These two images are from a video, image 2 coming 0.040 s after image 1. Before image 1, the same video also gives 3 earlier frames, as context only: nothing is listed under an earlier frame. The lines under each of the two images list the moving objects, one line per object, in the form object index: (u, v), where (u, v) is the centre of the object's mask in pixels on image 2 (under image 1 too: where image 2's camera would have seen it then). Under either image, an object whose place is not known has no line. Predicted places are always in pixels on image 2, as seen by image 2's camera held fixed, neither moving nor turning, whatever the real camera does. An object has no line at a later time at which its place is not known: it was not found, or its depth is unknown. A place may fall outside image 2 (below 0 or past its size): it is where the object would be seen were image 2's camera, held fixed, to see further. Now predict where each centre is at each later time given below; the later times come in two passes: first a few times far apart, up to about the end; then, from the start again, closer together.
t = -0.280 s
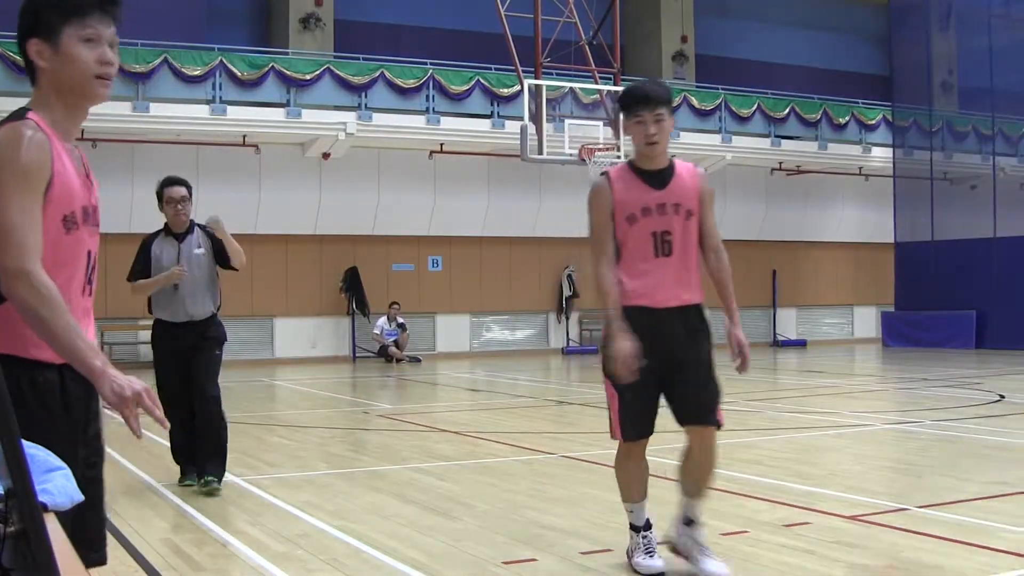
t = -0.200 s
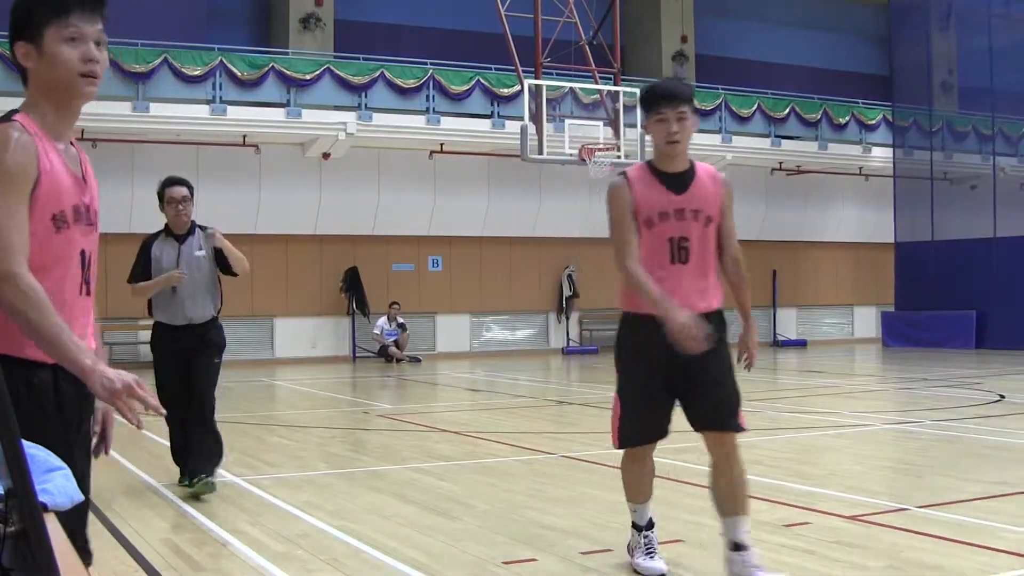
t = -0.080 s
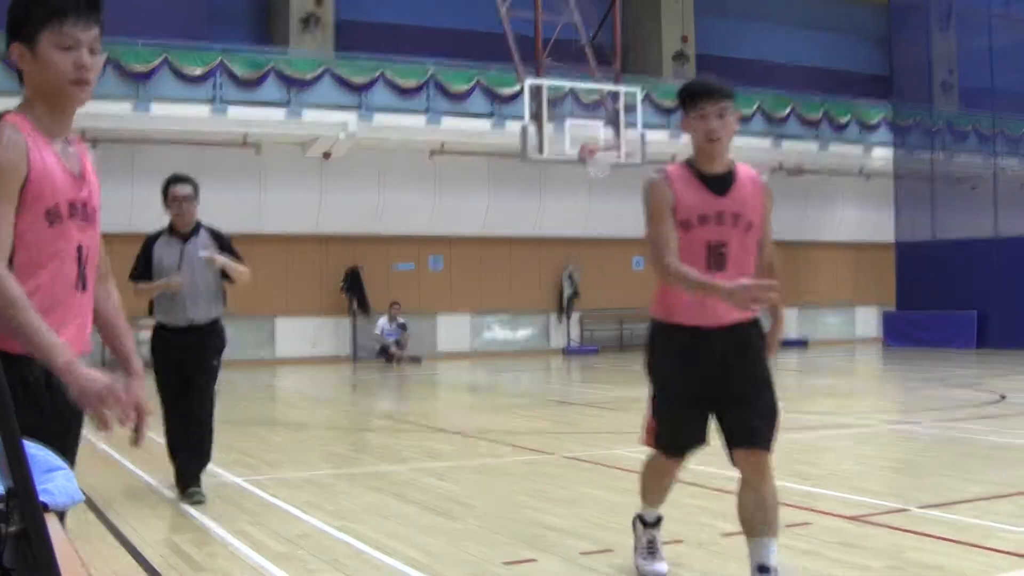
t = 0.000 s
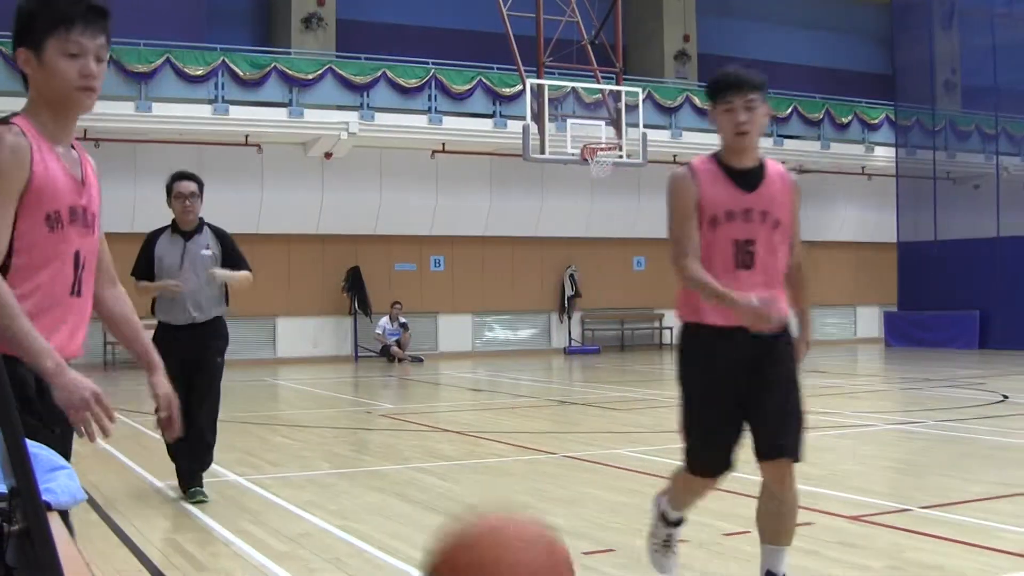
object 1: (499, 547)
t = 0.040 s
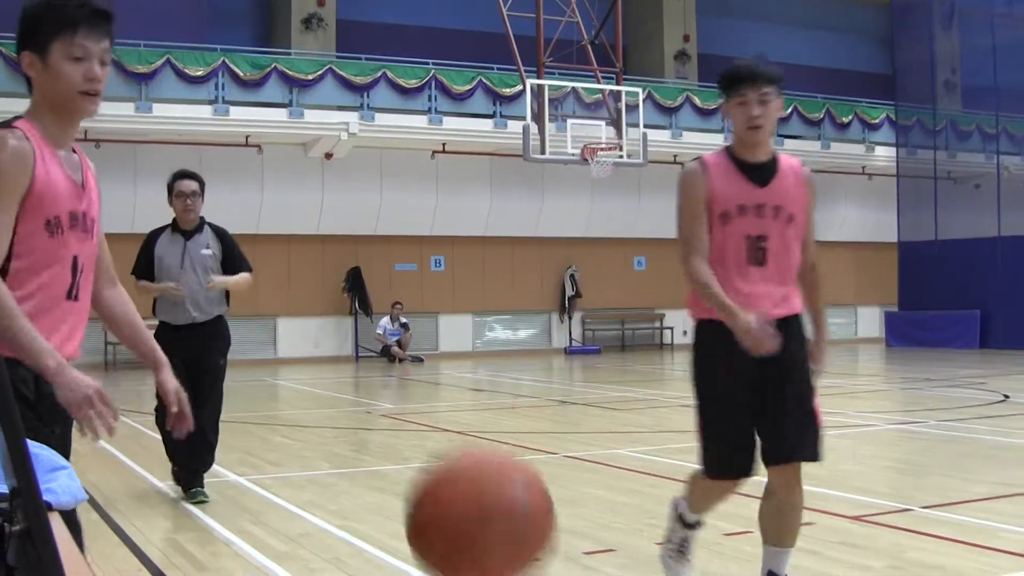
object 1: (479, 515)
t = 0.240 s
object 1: (404, 366)
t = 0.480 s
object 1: (346, 453)
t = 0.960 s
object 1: (276, 428)
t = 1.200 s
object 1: (251, 470)
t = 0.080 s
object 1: (461, 465)
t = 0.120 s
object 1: (445, 425)
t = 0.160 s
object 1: (430, 396)
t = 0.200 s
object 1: (416, 376)
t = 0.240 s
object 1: (404, 366)
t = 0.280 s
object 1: (392, 364)
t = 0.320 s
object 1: (382, 369)
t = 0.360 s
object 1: (372, 381)
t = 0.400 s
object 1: (363, 400)
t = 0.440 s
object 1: (354, 425)
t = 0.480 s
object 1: (346, 453)
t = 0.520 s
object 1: (339, 485)
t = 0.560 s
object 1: (333, 522)
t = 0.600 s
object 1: (327, 549)
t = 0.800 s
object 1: (298, 499)
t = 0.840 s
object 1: (292, 472)
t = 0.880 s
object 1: (286, 452)
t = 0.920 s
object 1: (281, 438)
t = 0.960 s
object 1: (276, 428)
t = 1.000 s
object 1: (272, 424)
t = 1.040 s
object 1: (268, 424)
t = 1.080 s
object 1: (264, 429)
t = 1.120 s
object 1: (261, 437)
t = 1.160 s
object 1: (258, 449)
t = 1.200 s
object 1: (251, 470)
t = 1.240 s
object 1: (249, 490)
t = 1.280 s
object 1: (248, 510)
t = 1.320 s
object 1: (244, 538)
